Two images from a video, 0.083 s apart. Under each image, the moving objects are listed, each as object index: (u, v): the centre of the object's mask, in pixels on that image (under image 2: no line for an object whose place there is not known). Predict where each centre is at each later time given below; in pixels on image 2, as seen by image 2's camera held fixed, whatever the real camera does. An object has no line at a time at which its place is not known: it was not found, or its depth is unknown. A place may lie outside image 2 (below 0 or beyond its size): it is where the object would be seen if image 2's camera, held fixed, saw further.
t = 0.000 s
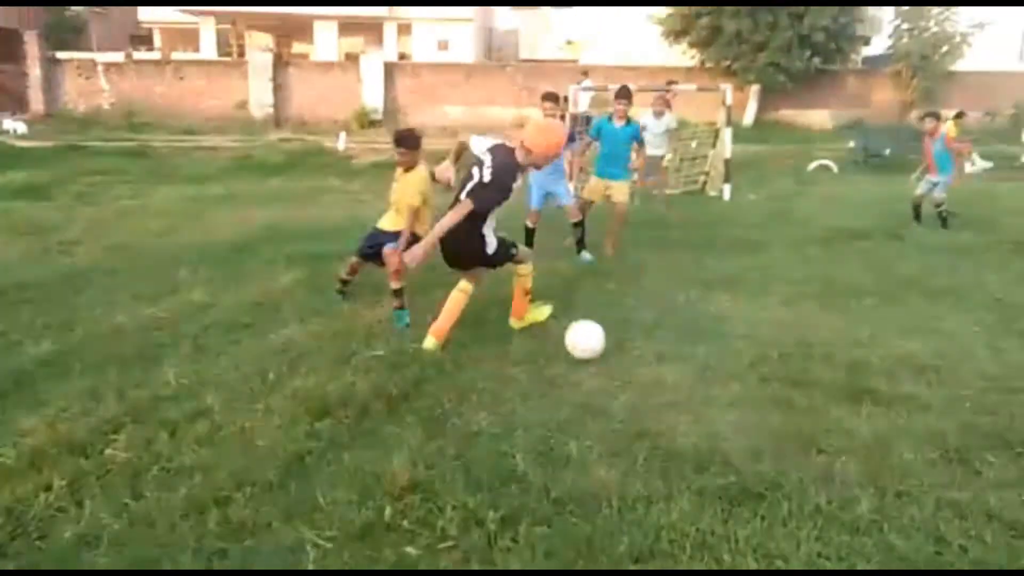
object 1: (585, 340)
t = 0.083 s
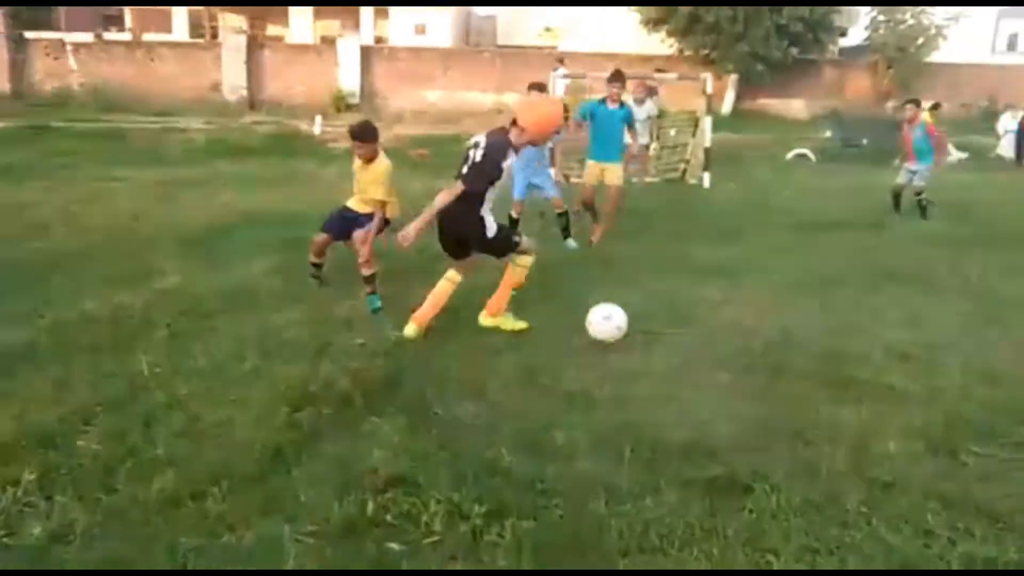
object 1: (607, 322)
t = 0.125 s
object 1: (625, 320)
